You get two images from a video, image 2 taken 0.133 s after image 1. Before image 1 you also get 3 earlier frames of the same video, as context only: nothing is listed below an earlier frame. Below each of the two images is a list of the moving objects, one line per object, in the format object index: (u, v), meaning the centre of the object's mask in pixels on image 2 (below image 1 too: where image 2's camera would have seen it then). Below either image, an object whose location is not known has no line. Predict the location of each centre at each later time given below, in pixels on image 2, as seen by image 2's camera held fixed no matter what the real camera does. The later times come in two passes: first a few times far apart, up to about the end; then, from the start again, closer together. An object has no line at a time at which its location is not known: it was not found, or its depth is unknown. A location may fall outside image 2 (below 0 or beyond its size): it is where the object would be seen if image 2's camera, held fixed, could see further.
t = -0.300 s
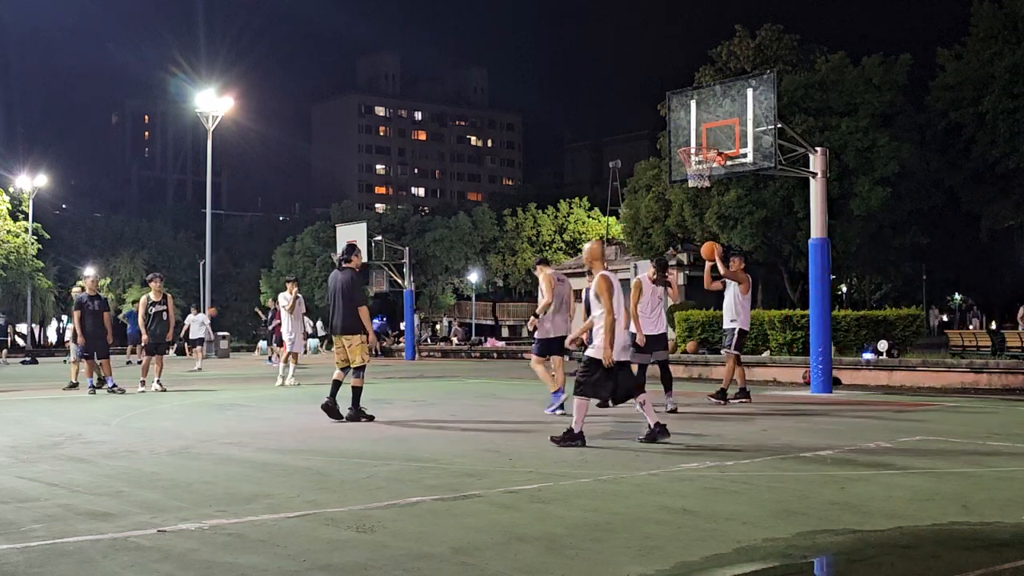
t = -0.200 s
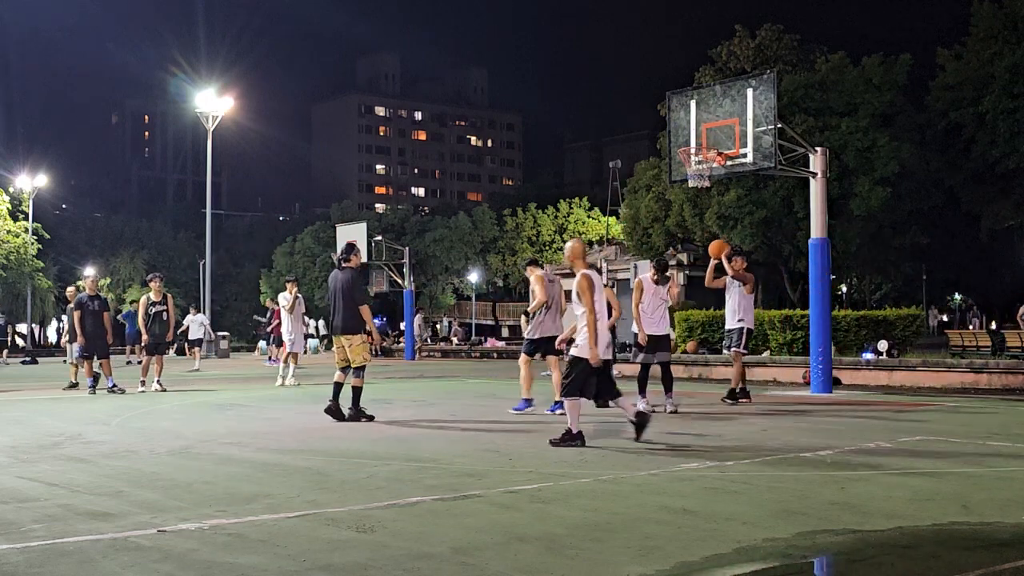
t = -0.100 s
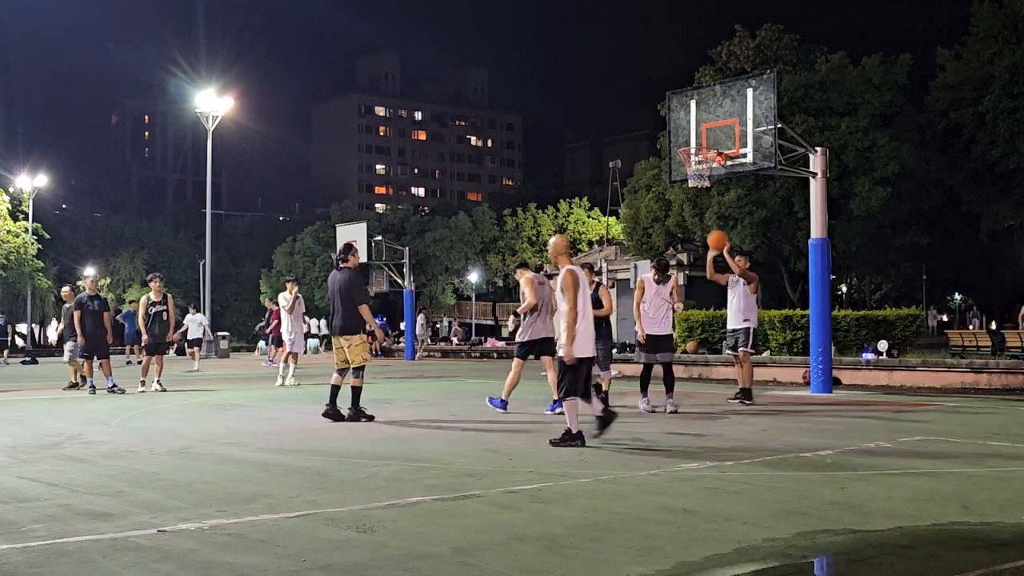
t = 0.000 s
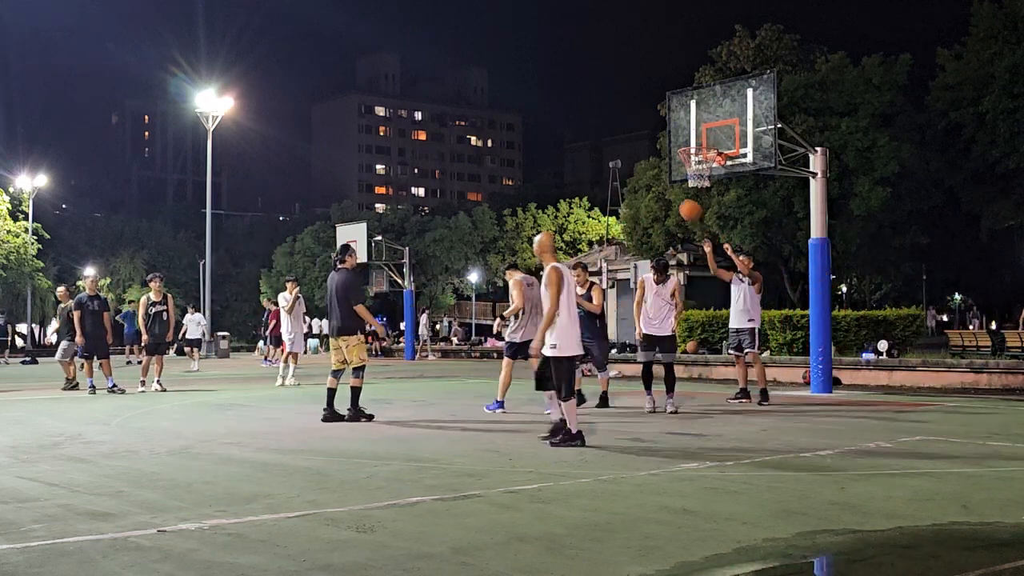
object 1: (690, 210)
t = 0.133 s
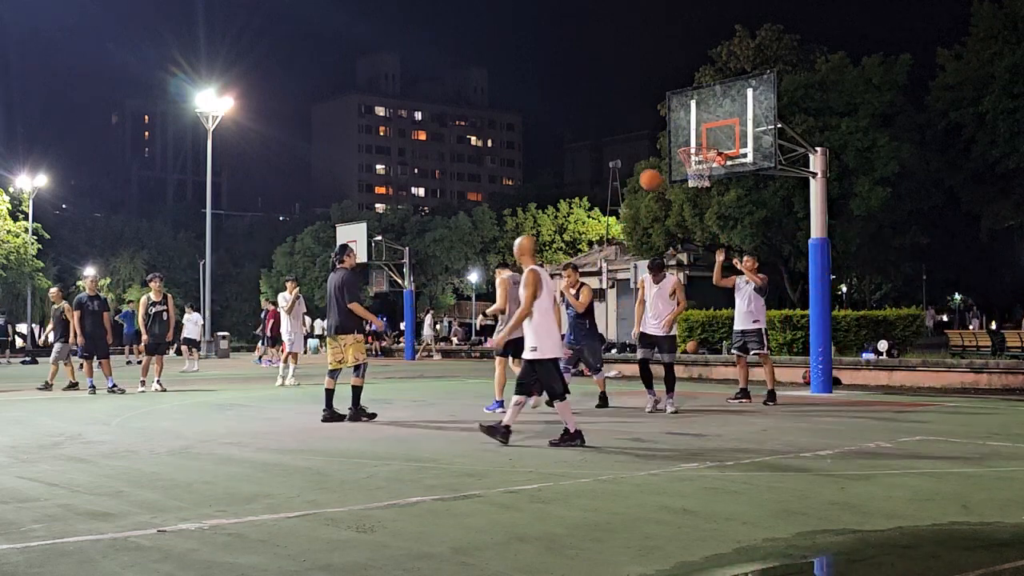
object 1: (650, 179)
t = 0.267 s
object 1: (609, 164)
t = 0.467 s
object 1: (545, 169)
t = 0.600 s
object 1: (499, 193)
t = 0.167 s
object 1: (640, 174)
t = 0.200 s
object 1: (629, 169)
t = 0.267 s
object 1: (609, 164)
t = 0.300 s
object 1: (598, 162)
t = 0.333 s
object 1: (588, 162)
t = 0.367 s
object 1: (577, 162)
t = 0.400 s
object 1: (567, 163)
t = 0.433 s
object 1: (556, 165)
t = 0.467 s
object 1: (545, 169)
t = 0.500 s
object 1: (534, 173)
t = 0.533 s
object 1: (522, 179)
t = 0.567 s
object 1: (511, 185)
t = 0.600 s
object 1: (499, 193)
